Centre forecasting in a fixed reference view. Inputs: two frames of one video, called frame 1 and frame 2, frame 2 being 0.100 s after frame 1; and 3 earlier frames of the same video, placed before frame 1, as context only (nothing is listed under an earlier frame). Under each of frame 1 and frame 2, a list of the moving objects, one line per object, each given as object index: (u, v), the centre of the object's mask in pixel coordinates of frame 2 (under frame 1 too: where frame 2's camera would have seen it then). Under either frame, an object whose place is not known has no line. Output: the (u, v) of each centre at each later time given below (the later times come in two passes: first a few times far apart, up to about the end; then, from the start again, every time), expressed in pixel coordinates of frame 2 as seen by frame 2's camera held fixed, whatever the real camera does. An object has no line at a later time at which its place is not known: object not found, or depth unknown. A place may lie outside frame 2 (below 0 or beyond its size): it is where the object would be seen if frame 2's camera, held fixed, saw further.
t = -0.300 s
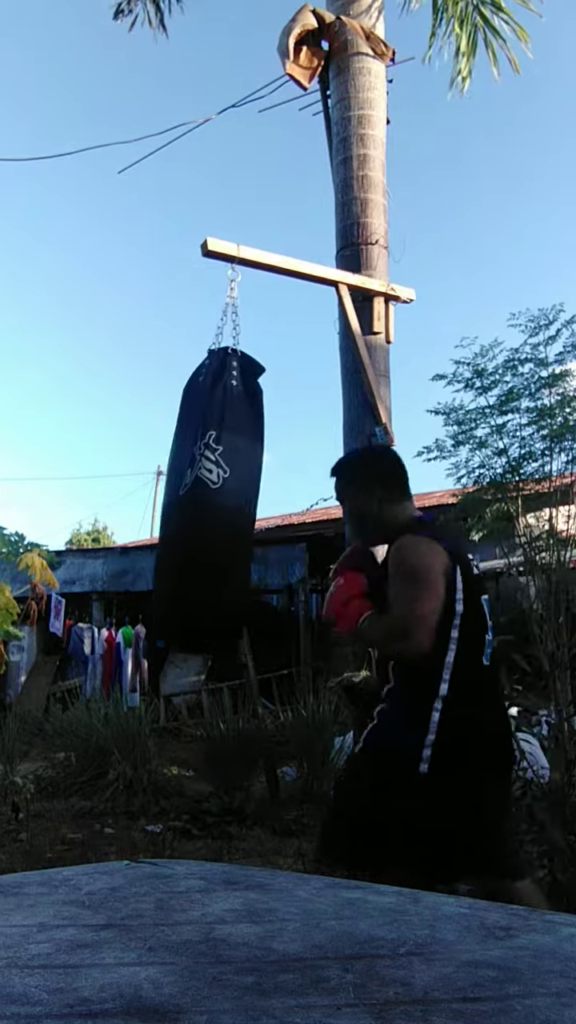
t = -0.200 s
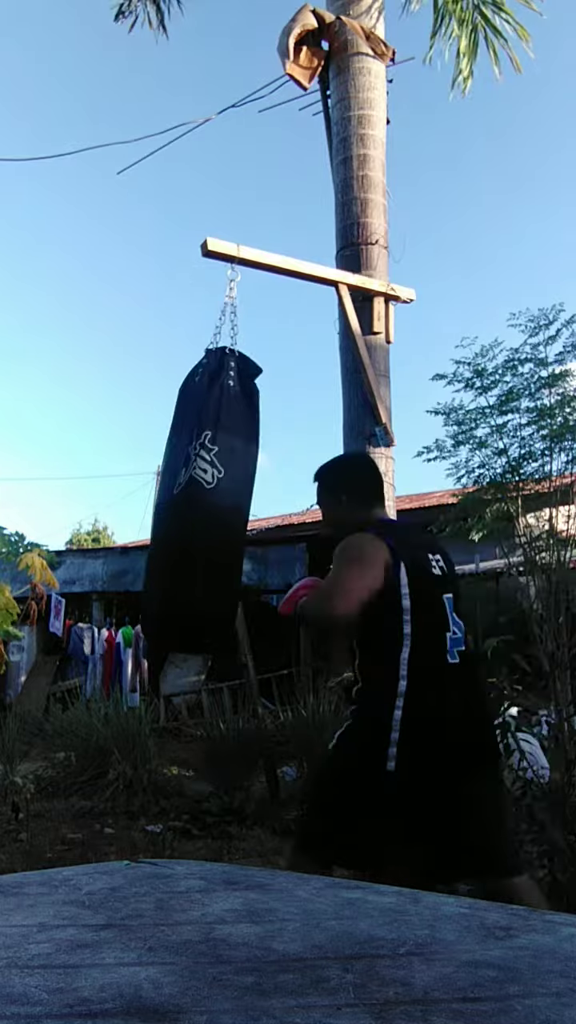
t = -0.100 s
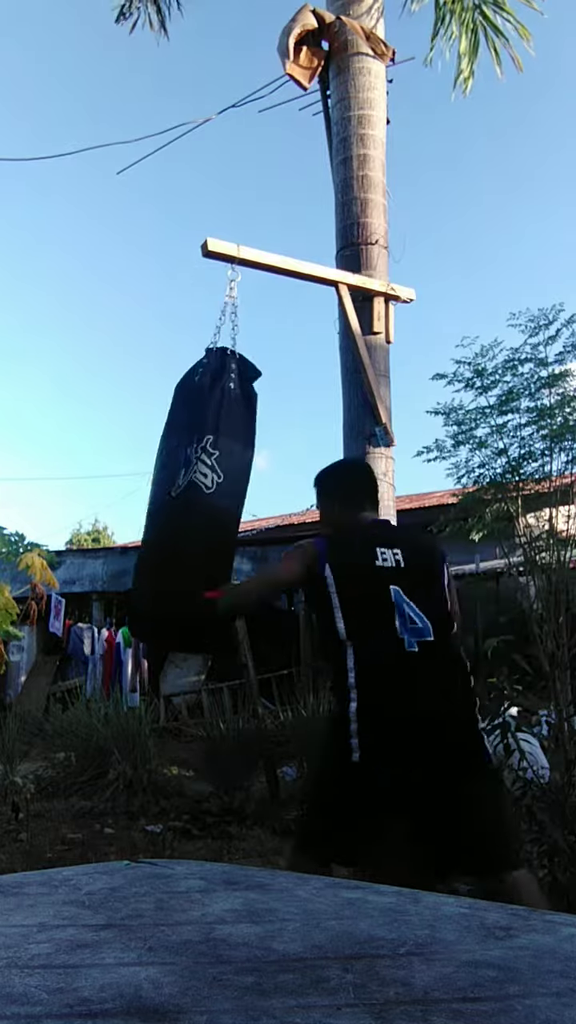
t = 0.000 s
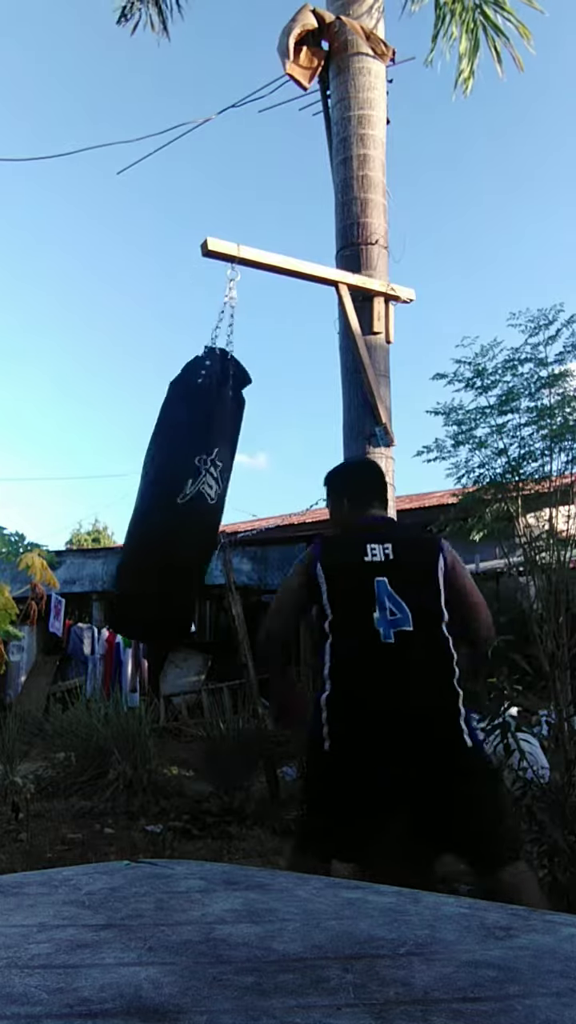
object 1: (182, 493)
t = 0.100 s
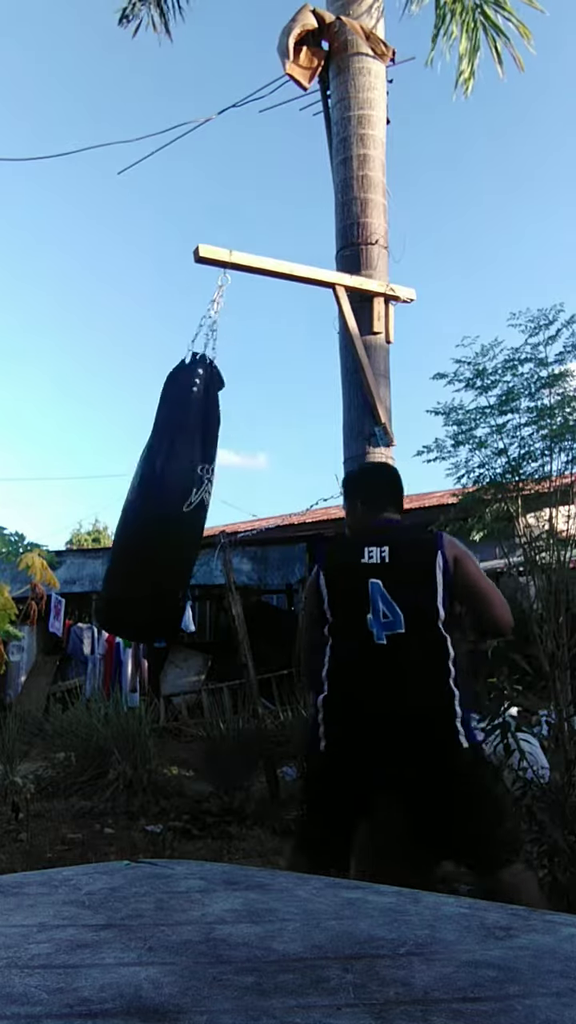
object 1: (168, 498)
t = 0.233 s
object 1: (166, 496)
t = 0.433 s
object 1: (173, 494)
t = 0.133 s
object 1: (166, 498)
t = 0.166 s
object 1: (166, 497)
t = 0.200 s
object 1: (166, 496)
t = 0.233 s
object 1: (166, 496)
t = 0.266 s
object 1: (166, 495)
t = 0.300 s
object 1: (166, 494)
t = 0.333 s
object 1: (167, 494)
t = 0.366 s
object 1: (169, 493)
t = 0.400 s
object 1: (171, 494)
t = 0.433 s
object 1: (173, 494)
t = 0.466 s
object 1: (177, 493)
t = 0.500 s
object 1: (180, 493)
